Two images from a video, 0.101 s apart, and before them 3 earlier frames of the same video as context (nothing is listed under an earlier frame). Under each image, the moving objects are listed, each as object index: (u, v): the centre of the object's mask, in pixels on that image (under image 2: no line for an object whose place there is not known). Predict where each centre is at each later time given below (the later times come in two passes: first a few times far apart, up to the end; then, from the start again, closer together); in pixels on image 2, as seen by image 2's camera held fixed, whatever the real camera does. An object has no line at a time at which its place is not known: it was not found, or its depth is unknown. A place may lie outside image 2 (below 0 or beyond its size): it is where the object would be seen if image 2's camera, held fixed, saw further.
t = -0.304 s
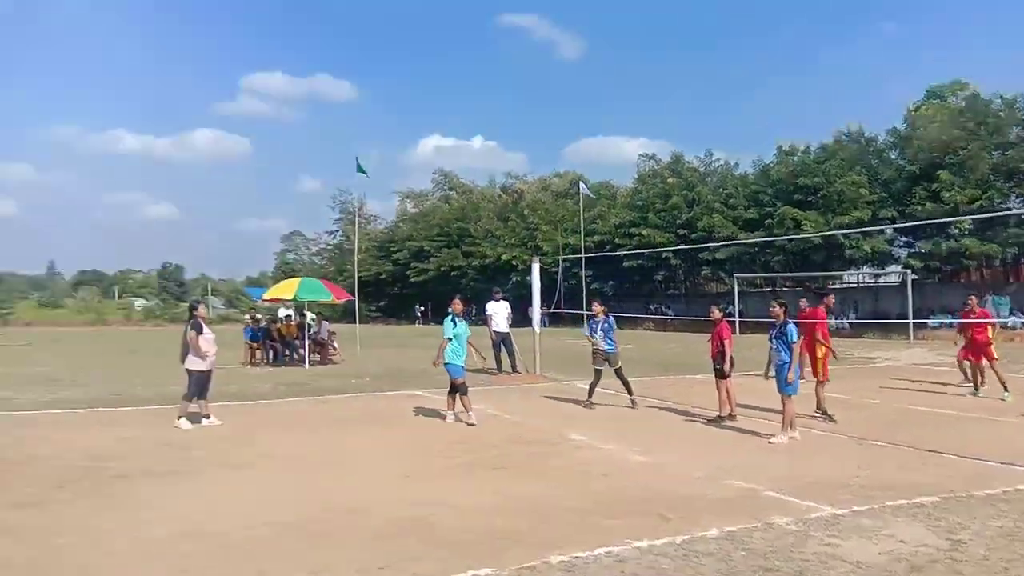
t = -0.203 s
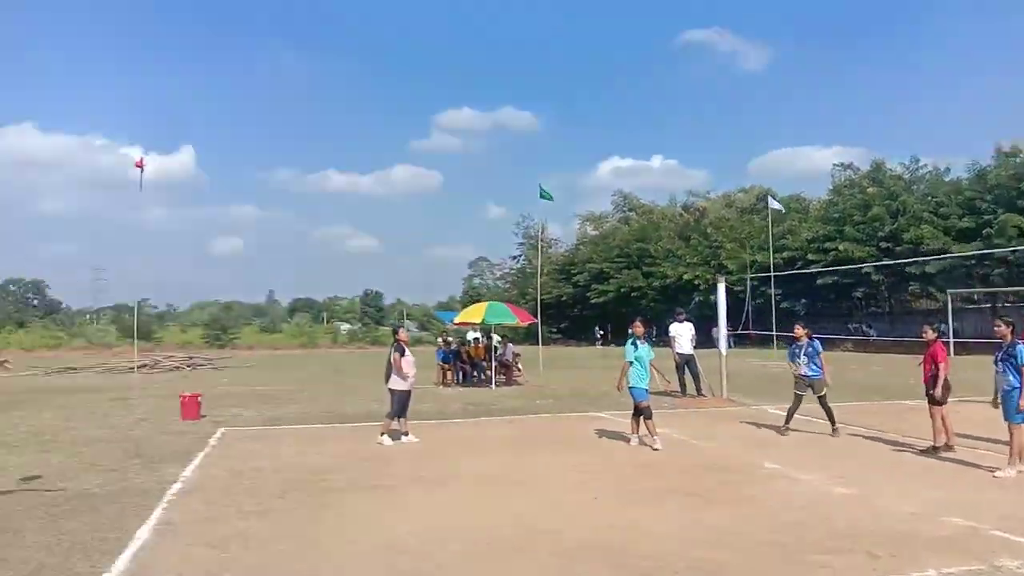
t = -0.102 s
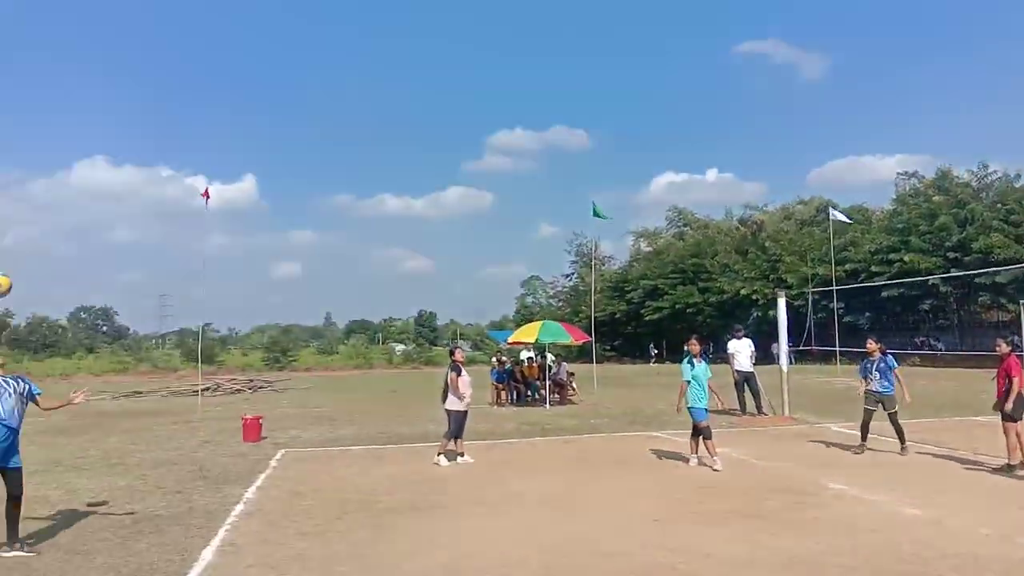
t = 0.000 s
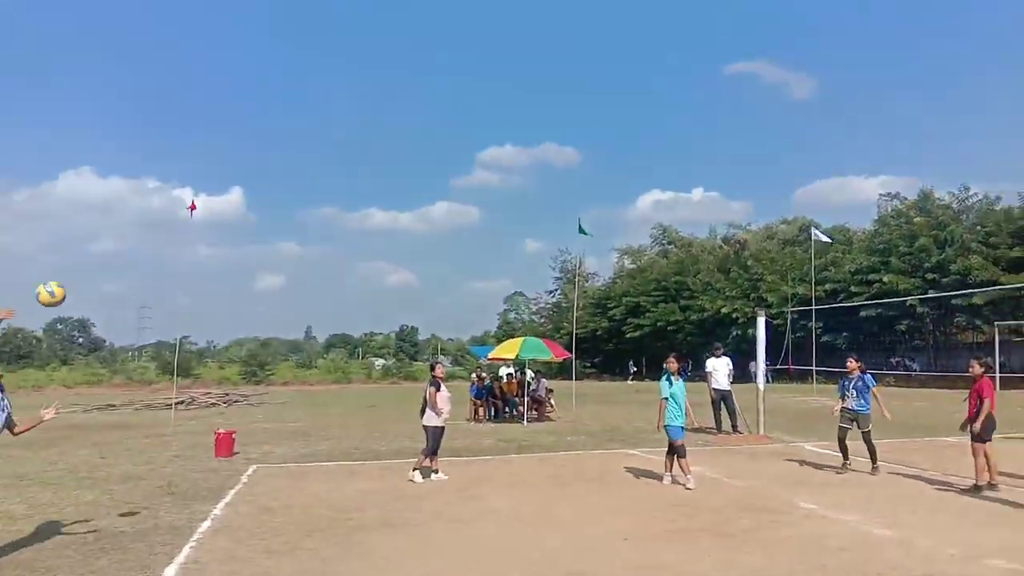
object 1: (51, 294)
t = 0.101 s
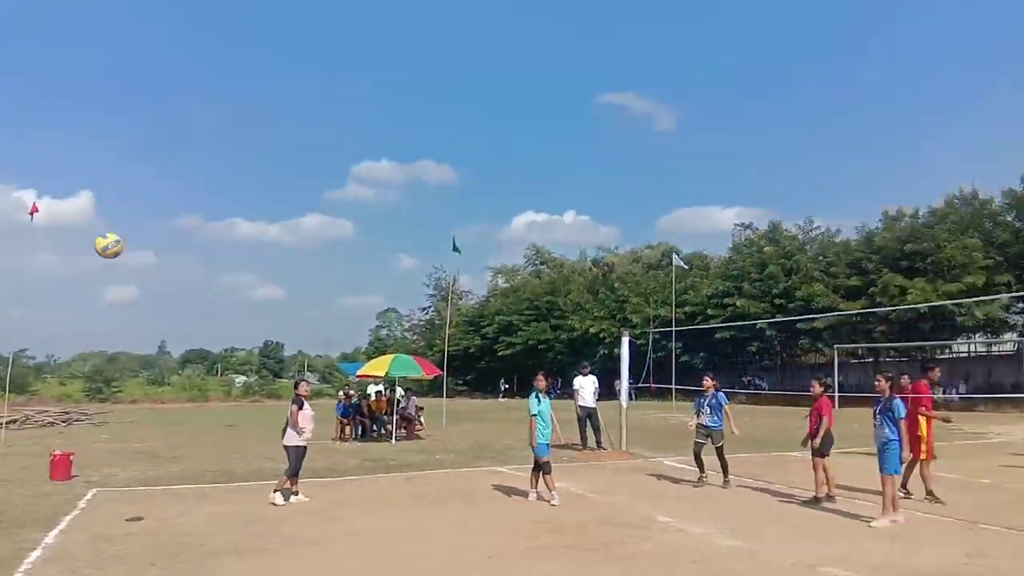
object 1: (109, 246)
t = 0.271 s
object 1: (403, 201)
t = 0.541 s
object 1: (714, 216)
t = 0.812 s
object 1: (922, 280)
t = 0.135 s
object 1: (178, 232)
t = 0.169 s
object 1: (241, 222)
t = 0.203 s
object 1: (299, 213)
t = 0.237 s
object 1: (354, 206)
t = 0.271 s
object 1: (403, 201)
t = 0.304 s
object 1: (449, 197)
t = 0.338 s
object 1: (492, 196)
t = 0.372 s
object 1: (536, 197)
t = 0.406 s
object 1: (576, 200)
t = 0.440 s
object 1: (613, 201)
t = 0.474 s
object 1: (649, 205)
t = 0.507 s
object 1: (683, 210)
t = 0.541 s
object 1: (714, 216)
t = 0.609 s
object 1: (775, 227)
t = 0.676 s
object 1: (827, 243)
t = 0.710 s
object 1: (852, 252)
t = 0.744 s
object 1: (876, 261)
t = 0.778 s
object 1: (899, 271)
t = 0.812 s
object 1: (922, 280)
